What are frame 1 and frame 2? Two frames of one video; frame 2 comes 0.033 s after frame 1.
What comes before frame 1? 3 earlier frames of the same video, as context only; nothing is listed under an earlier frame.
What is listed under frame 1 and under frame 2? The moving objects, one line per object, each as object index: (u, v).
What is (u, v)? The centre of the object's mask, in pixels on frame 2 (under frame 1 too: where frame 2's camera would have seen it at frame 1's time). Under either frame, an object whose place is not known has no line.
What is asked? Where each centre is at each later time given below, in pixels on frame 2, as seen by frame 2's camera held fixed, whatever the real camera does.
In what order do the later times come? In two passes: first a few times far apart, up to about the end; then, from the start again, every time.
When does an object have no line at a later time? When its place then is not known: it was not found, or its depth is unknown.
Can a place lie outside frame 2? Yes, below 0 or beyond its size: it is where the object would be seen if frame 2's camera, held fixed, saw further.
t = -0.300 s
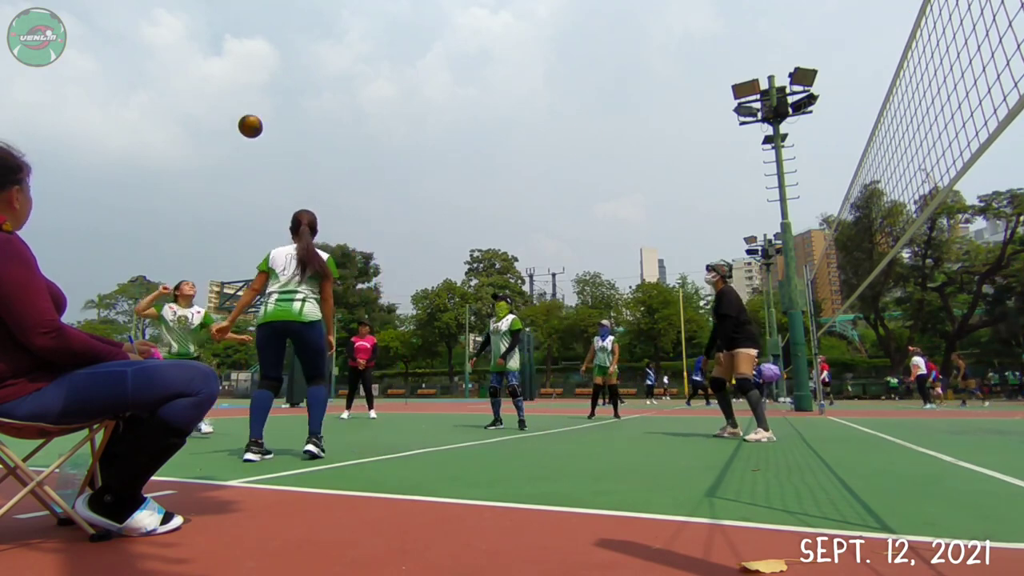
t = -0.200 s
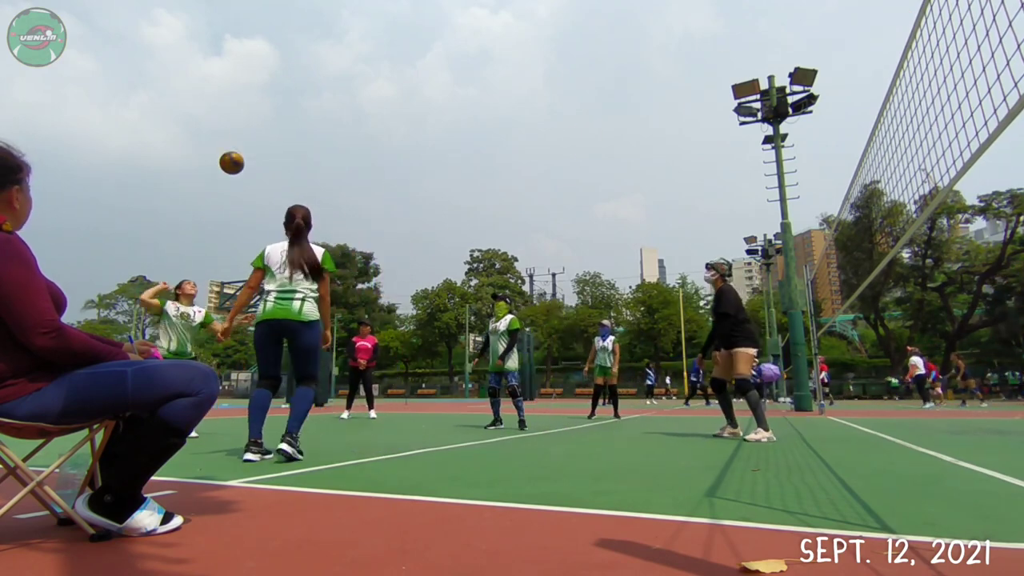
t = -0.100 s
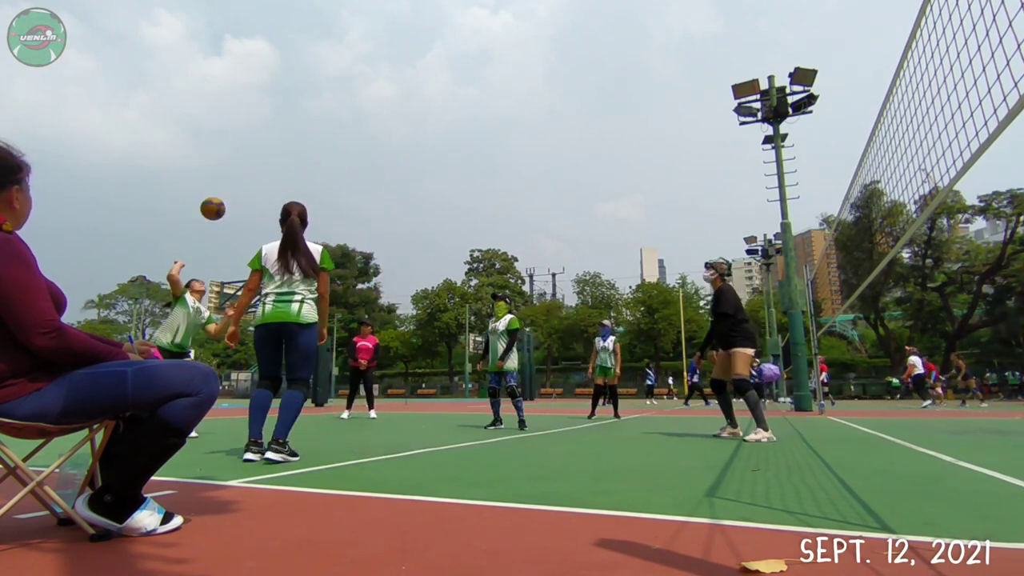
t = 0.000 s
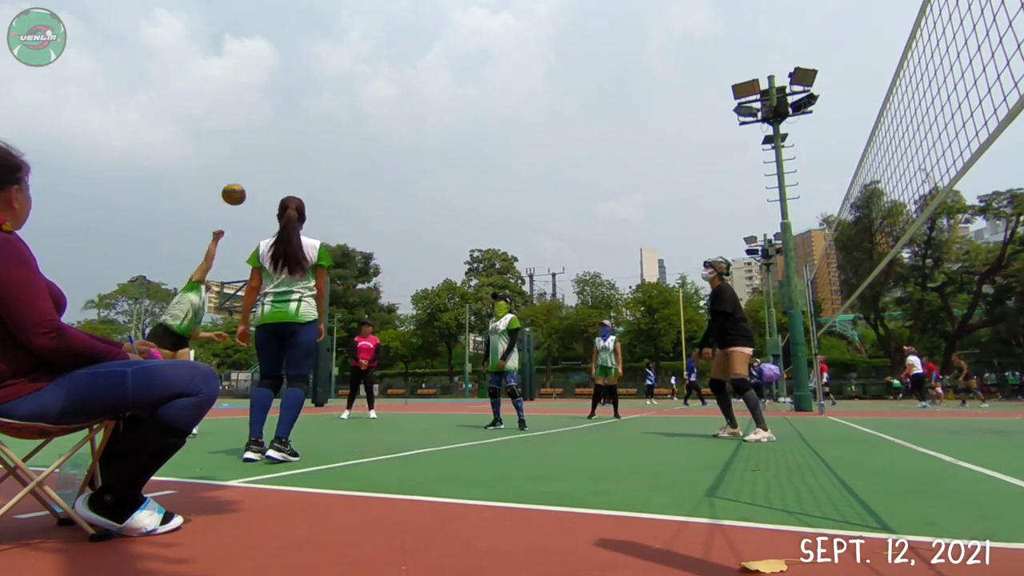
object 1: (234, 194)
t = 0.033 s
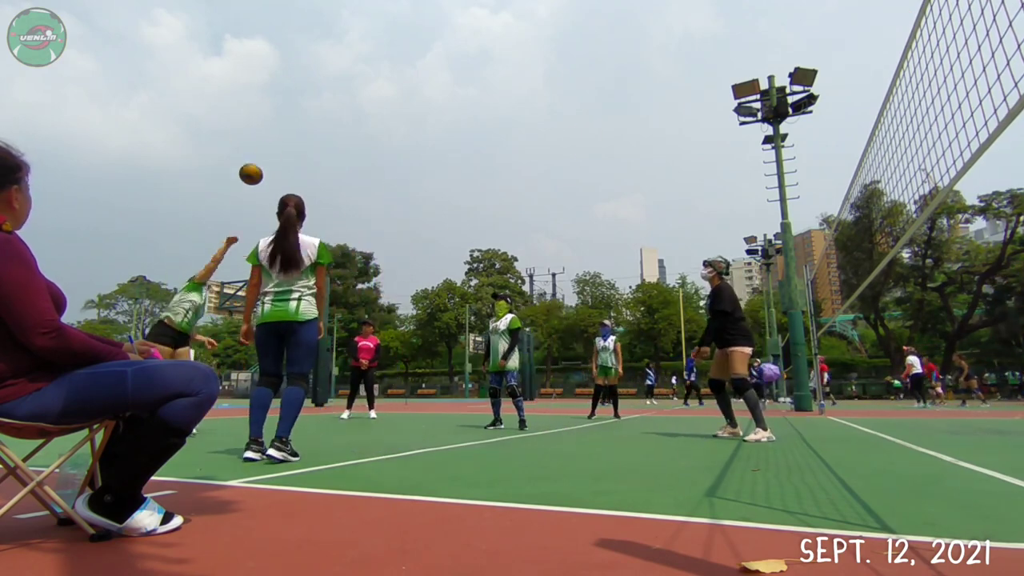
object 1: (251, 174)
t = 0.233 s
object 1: (343, 82)
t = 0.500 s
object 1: (450, 24)
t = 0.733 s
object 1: (534, 24)
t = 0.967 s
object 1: (615, 66)
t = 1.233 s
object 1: (707, 169)
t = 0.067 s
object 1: (267, 155)
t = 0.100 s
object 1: (283, 138)
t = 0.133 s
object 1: (298, 122)
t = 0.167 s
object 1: (314, 108)
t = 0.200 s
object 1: (329, 94)
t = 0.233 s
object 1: (343, 82)
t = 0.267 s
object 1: (357, 71)
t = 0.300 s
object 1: (371, 61)
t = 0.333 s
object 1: (385, 52)
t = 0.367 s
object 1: (398, 45)
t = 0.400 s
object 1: (411, 38)
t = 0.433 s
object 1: (425, 32)
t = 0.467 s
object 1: (437, 28)
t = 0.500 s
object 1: (450, 24)
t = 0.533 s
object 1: (462, 21)
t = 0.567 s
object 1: (475, 19)
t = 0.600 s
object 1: (487, 18)
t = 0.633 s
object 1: (499, 18)
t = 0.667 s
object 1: (511, 19)
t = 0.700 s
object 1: (523, 21)
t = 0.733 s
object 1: (534, 24)
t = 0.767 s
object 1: (546, 27)
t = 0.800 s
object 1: (558, 31)
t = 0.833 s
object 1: (569, 36)
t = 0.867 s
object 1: (581, 42)
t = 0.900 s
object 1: (592, 49)
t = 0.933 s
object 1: (604, 57)
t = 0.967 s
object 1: (615, 66)
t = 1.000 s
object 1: (627, 76)
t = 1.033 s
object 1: (638, 87)
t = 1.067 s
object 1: (650, 98)
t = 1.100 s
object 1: (661, 110)
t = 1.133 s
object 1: (673, 124)
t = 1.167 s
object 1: (684, 138)
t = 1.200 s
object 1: (696, 153)
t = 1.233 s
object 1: (707, 169)
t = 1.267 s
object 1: (719, 186)
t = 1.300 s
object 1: (731, 205)
